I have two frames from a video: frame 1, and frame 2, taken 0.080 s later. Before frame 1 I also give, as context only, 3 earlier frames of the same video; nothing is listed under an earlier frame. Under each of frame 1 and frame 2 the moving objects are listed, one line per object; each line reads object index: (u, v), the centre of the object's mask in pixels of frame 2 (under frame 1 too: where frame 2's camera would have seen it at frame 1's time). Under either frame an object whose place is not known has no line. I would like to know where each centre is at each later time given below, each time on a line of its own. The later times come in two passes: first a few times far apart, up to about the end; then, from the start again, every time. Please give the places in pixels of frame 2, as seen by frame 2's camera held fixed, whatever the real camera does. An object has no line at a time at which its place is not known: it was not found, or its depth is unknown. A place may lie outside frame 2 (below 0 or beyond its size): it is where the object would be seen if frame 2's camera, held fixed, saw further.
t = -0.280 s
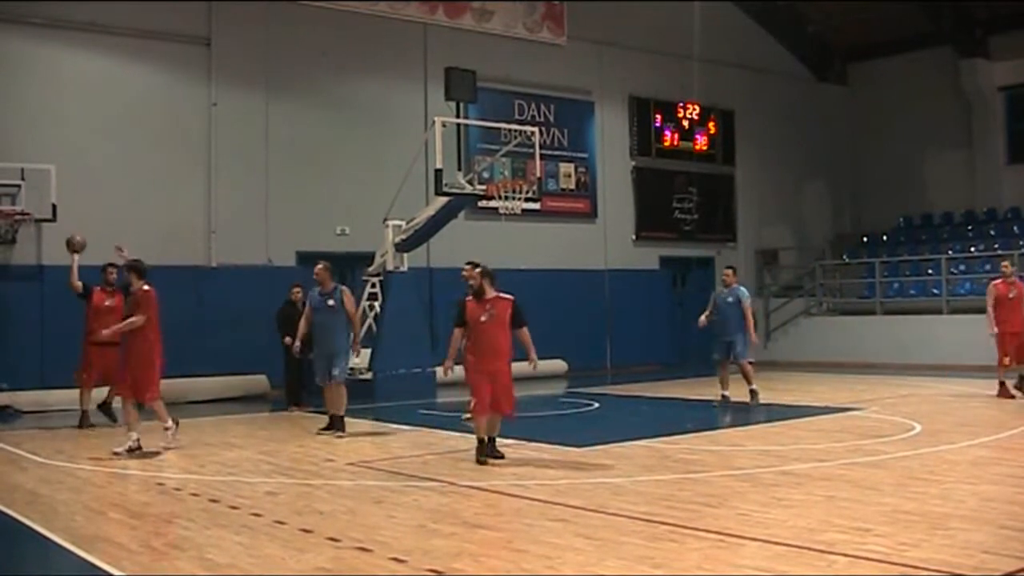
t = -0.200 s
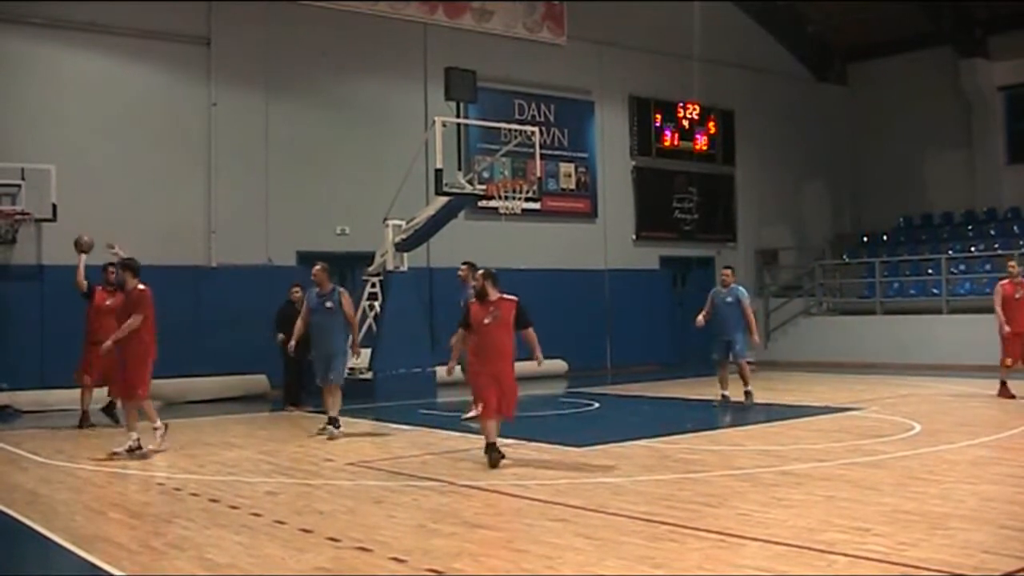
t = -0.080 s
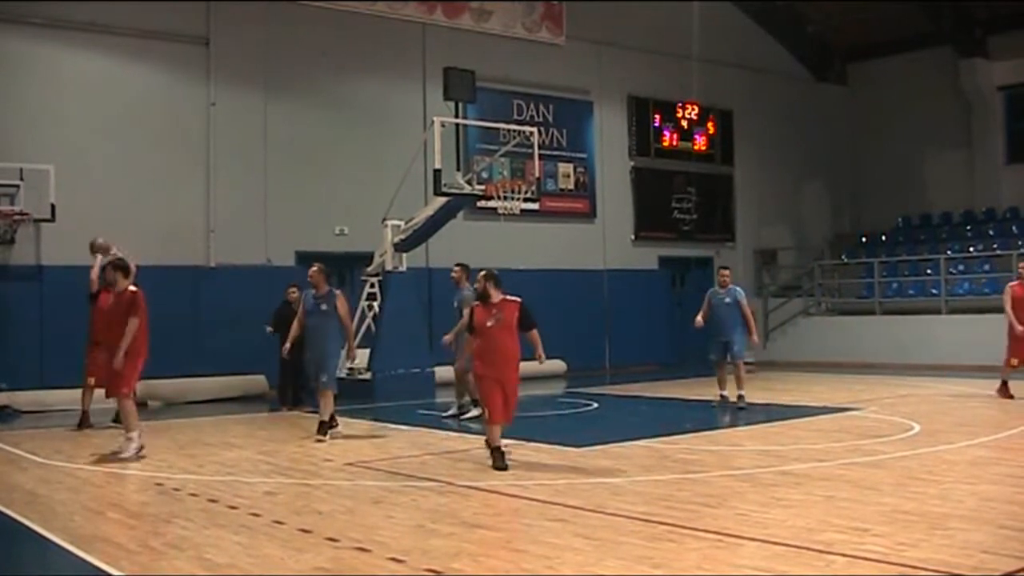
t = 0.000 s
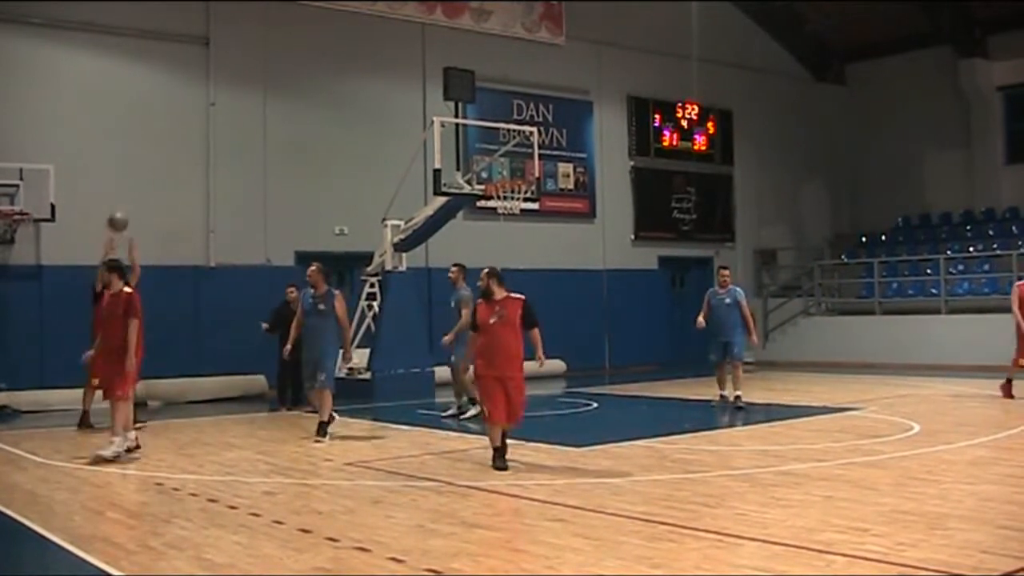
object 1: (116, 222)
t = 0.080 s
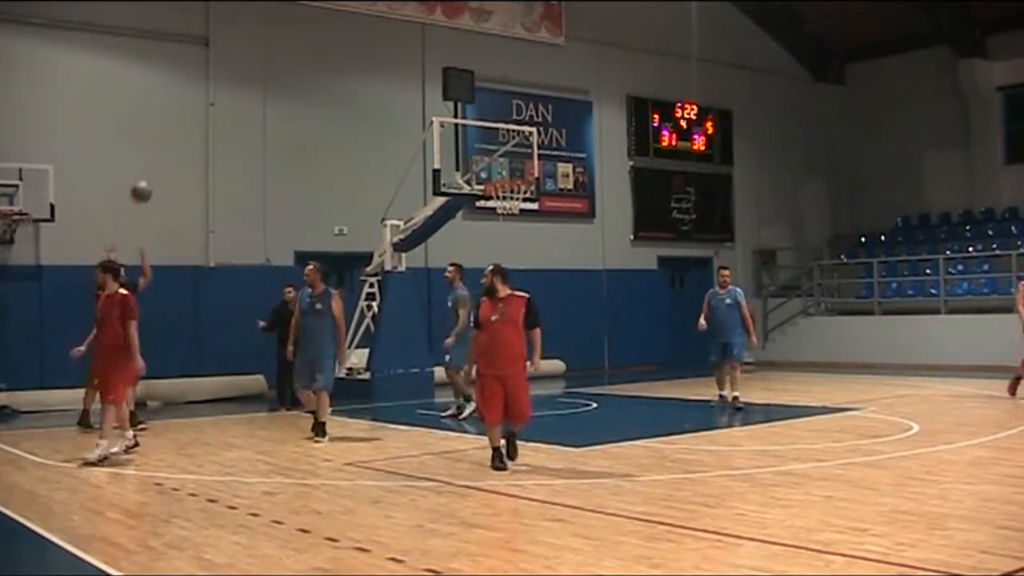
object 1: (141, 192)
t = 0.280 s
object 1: (207, 136)
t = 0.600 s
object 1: (333, 116)
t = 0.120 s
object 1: (154, 178)
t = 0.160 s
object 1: (167, 166)
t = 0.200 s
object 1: (180, 155)
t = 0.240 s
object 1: (194, 144)
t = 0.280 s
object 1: (207, 136)
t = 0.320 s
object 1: (221, 128)
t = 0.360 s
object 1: (237, 122)
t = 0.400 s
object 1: (251, 117)
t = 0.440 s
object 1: (268, 114)
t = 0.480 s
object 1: (284, 111)
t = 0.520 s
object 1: (300, 111)
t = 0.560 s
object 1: (317, 112)
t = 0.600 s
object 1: (333, 116)
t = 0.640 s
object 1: (352, 120)
